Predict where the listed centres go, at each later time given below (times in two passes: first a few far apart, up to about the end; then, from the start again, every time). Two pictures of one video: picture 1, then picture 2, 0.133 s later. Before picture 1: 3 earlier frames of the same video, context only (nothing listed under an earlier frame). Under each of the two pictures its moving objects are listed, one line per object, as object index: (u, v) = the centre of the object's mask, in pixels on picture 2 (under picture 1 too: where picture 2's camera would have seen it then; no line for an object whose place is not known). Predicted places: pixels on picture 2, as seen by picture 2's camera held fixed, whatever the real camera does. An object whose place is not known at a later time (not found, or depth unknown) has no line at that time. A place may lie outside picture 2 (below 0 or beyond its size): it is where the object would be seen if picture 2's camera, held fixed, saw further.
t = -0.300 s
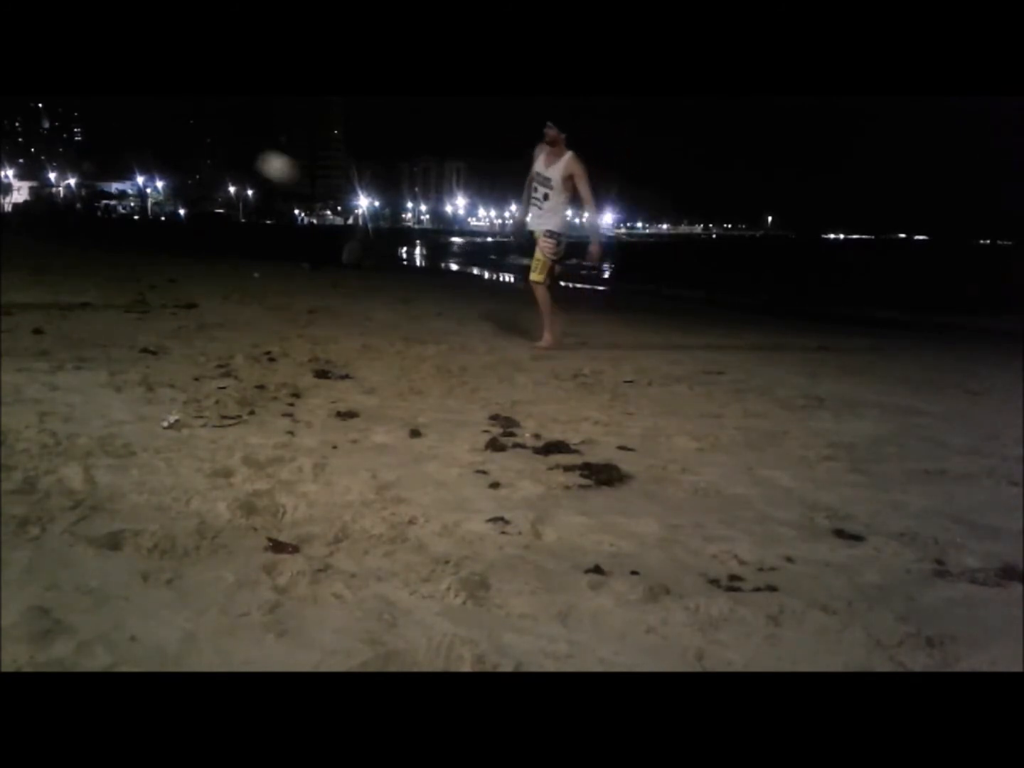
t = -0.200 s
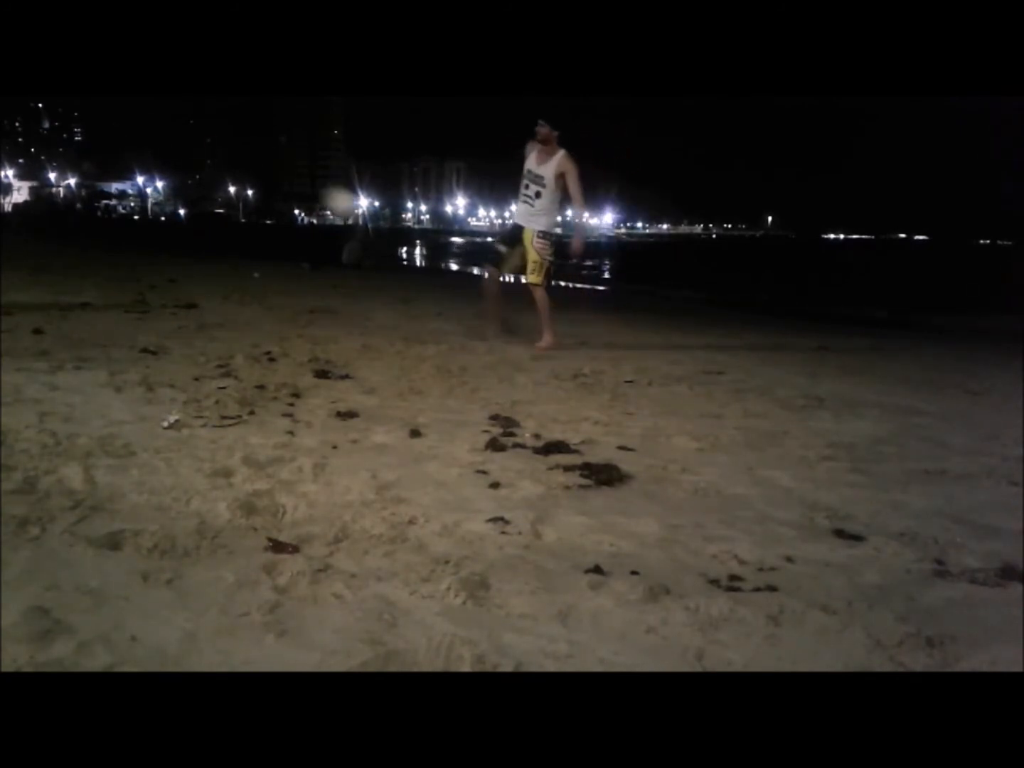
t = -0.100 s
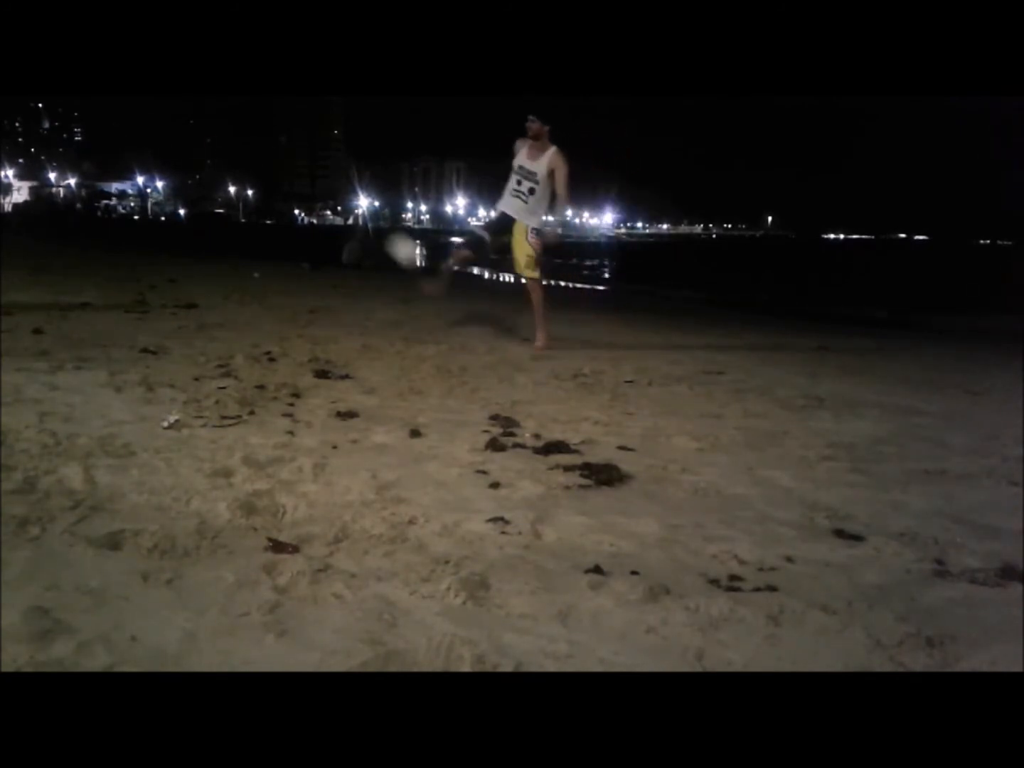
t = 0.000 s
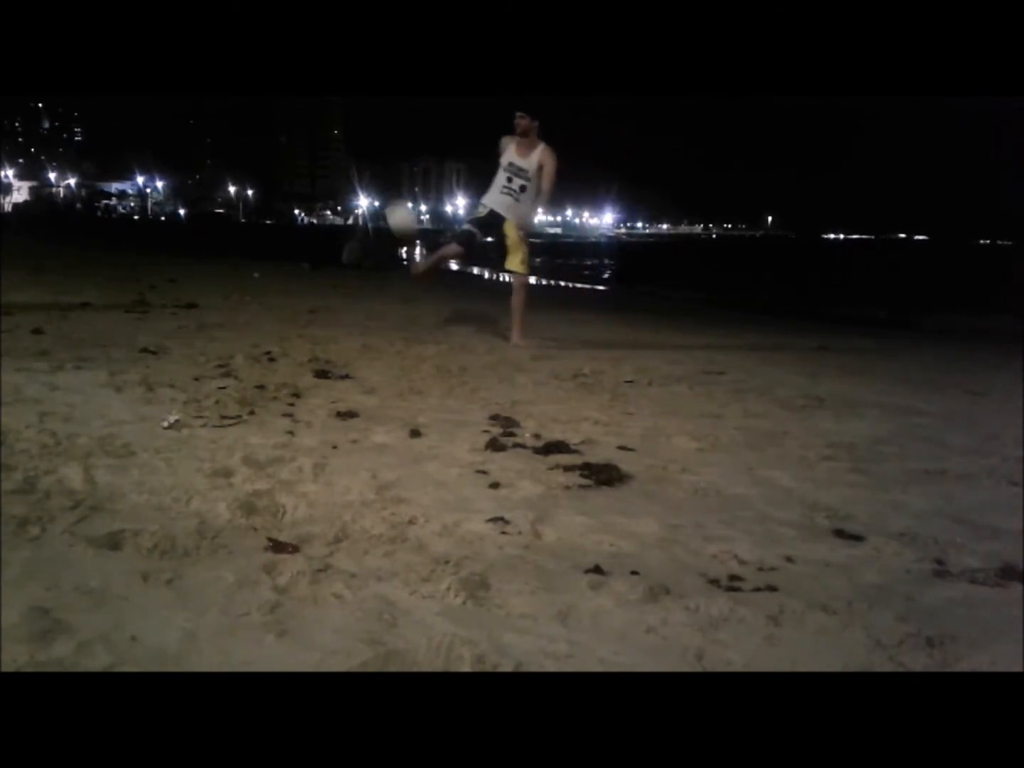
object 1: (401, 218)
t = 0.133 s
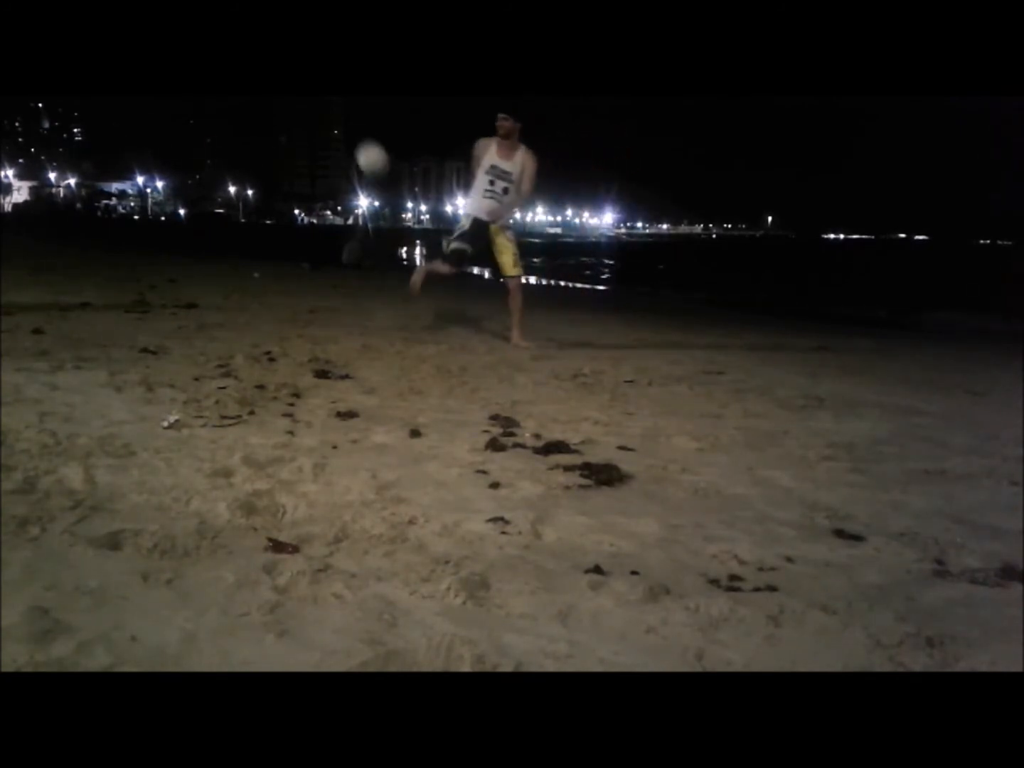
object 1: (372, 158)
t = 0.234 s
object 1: (347, 126)
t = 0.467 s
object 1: (288, 109)
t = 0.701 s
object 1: (224, 172)
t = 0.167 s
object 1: (364, 146)
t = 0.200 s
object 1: (356, 136)
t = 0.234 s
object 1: (347, 126)
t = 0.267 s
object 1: (339, 119)
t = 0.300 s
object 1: (331, 114)
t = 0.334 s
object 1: (323, 110)
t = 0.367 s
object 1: (314, 108)
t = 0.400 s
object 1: (306, 108)
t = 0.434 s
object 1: (297, 108)
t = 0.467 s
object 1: (288, 109)
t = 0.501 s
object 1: (280, 112)
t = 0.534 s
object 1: (271, 117)
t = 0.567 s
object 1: (262, 125)
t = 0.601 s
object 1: (252, 134)
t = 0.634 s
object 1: (244, 145)
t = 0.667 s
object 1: (234, 160)
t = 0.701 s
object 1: (224, 172)
